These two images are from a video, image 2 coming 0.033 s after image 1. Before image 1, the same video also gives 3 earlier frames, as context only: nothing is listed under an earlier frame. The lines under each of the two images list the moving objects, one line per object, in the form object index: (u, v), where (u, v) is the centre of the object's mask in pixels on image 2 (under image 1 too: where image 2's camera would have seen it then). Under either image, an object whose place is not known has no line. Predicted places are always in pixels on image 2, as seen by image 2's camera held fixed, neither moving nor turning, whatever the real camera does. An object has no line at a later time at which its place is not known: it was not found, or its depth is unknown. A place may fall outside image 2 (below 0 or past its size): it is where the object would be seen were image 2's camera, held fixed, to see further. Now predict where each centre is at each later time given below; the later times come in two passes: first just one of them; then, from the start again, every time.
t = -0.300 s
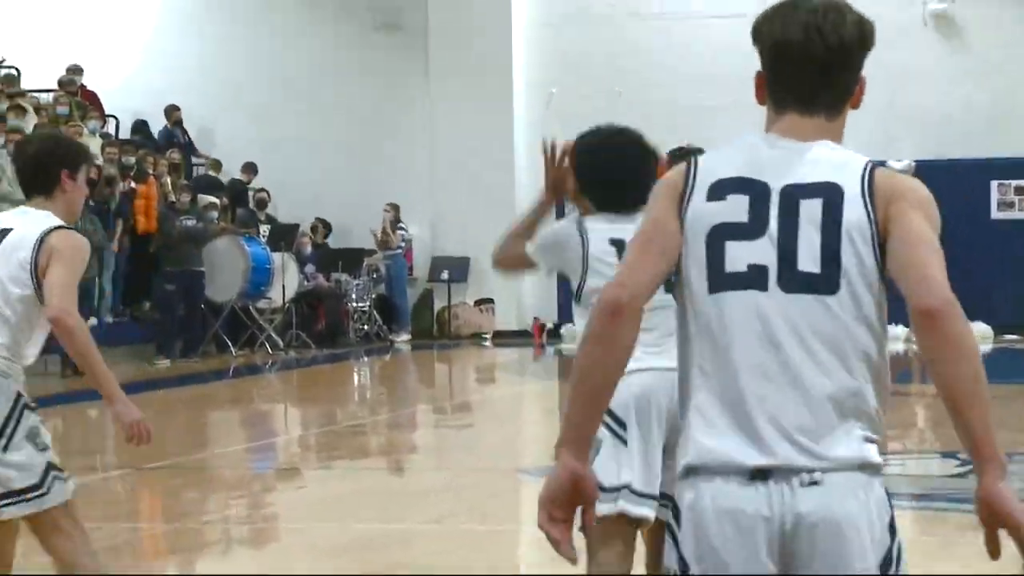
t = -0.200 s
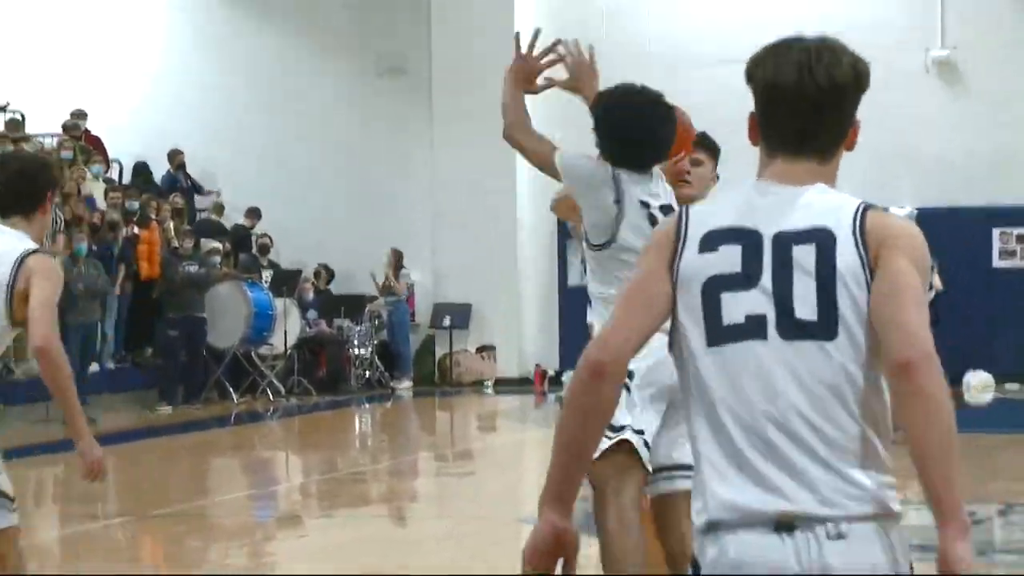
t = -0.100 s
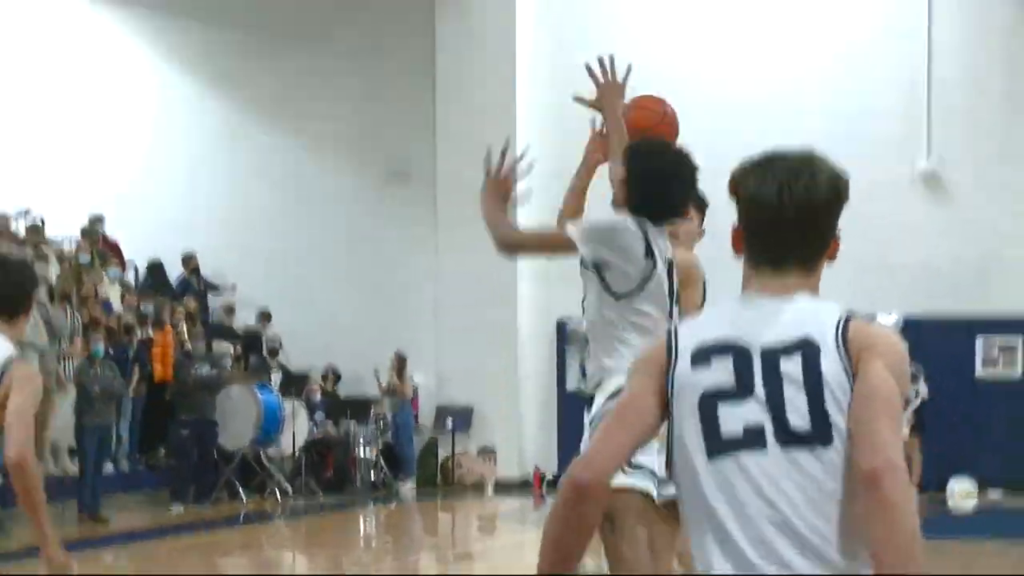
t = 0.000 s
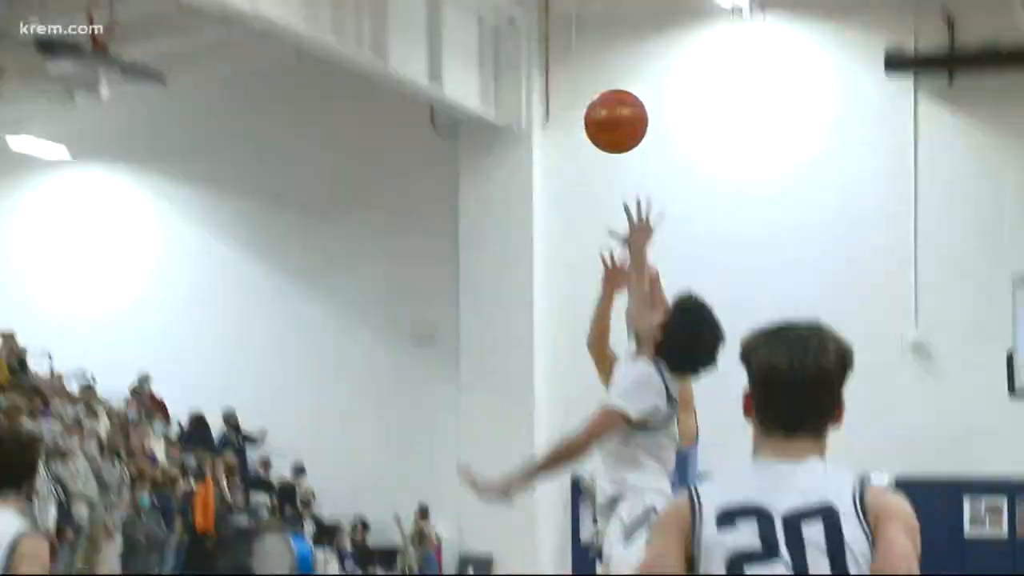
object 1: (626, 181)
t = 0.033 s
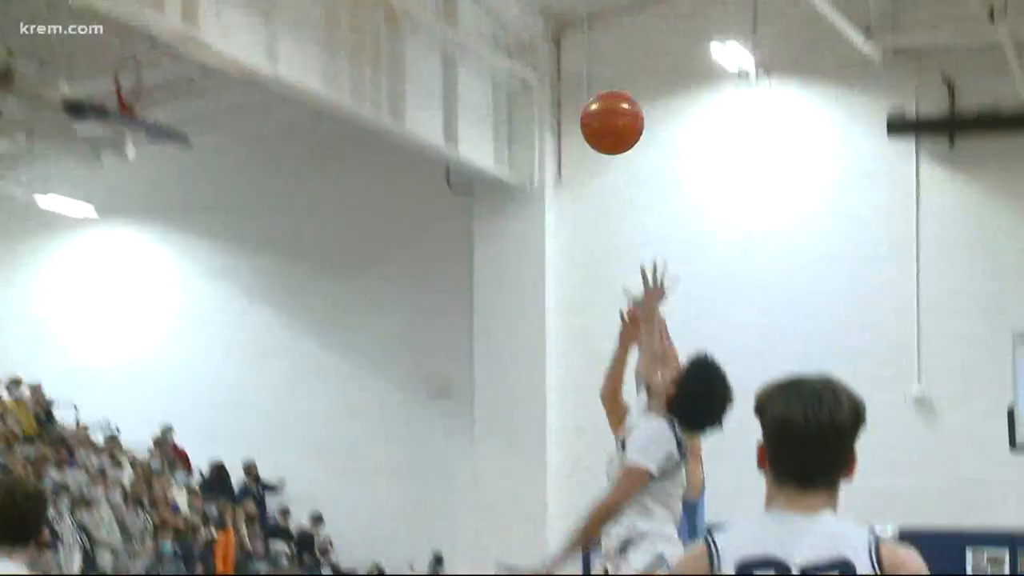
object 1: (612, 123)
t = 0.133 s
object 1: (568, -48)
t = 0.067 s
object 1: (597, 64)
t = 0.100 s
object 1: (583, 8)
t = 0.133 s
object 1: (568, -48)
